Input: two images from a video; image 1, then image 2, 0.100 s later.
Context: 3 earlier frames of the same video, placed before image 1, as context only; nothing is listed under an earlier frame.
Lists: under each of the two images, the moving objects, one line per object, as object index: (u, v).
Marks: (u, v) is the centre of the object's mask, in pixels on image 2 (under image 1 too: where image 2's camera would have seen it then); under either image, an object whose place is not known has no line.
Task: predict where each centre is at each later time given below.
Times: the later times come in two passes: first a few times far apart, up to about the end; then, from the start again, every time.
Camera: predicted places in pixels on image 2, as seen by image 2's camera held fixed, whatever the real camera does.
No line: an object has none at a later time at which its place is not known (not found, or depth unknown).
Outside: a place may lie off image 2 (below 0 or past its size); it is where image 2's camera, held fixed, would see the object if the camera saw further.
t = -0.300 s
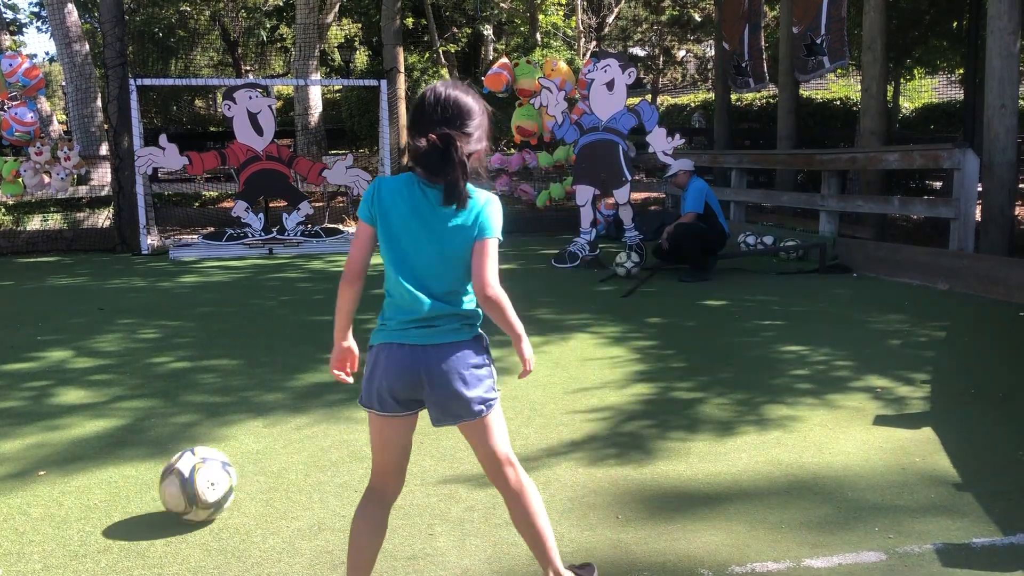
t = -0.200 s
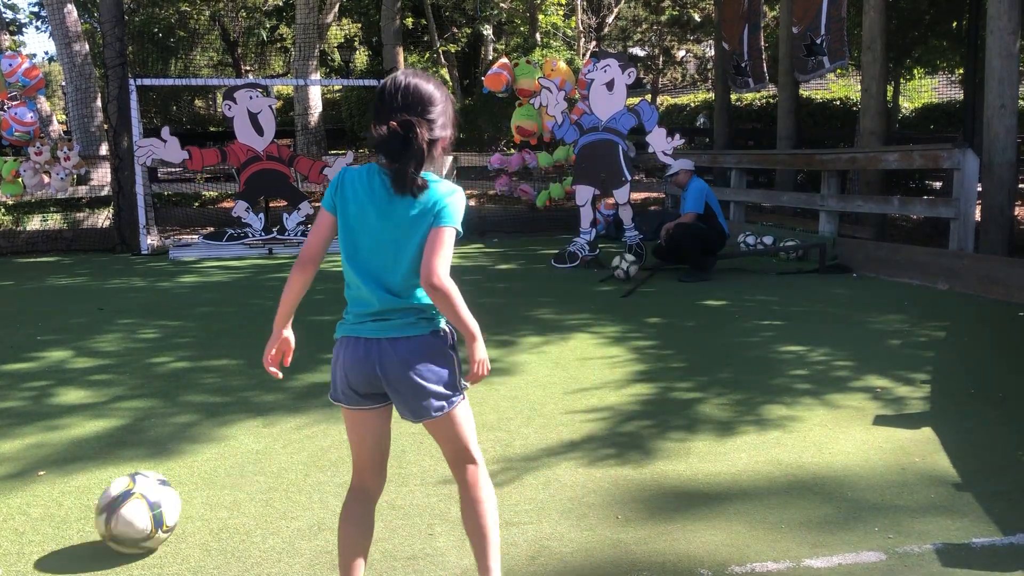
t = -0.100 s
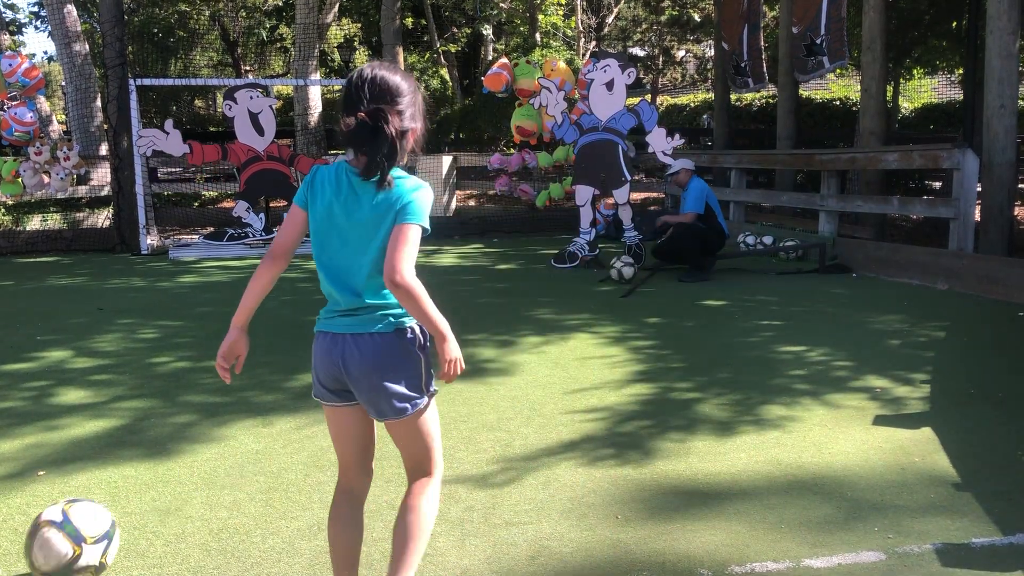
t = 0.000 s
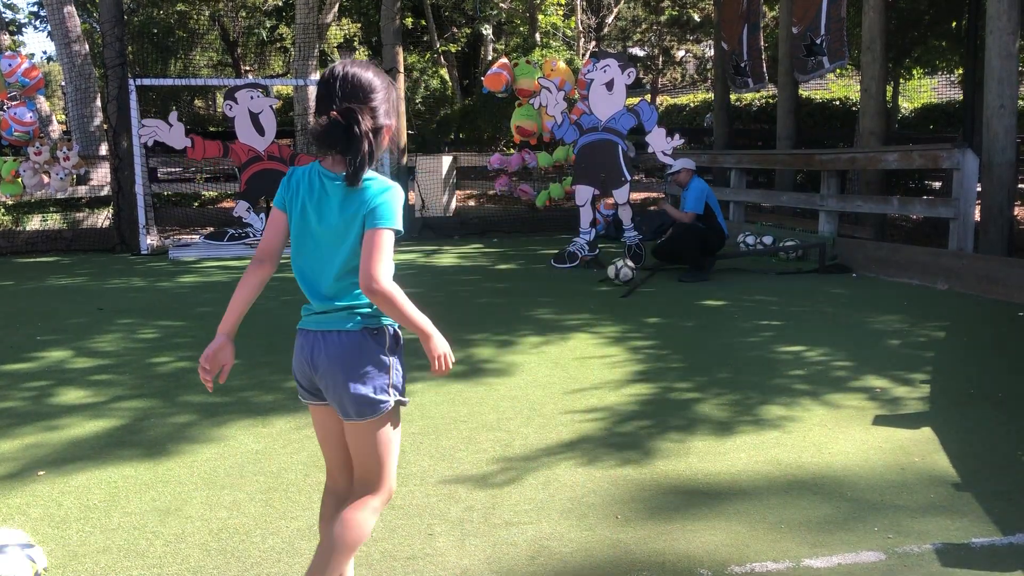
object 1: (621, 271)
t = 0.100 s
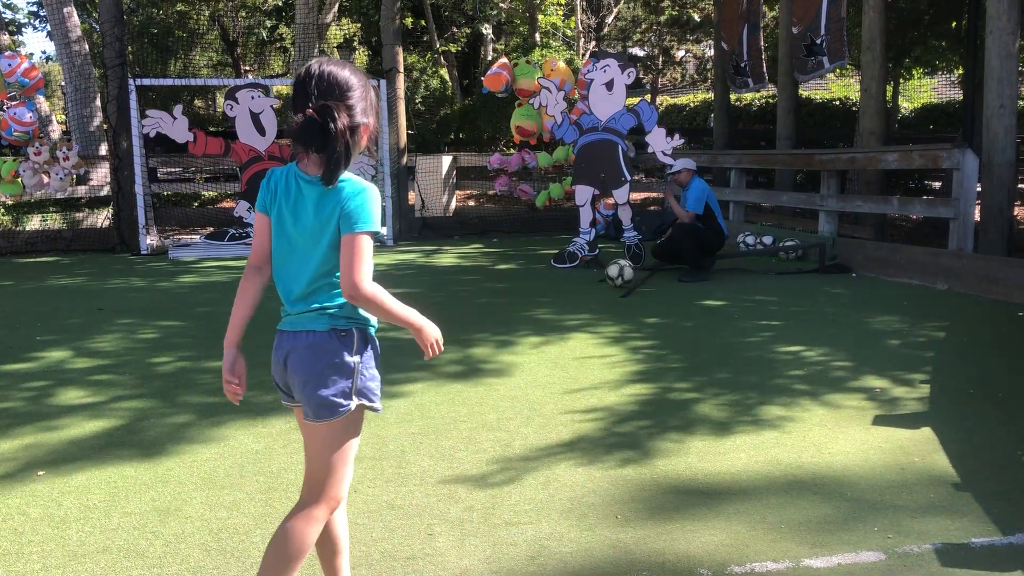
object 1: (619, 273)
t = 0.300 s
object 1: (617, 278)
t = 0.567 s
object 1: (609, 285)
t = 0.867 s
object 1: (594, 292)
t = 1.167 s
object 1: (579, 302)
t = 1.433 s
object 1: (566, 312)
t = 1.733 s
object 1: (551, 324)
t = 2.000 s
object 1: (538, 339)
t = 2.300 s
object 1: (518, 358)
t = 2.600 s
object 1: (497, 379)
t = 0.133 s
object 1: (619, 274)
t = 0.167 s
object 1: (619, 275)
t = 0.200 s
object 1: (618, 275)
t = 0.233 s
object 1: (618, 276)
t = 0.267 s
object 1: (618, 277)
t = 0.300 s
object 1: (617, 278)
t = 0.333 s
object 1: (617, 279)
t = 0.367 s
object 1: (617, 279)
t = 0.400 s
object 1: (616, 280)
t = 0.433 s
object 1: (615, 282)
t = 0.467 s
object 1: (613, 282)
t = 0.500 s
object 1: (612, 283)
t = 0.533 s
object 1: (610, 284)
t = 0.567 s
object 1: (609, 285)
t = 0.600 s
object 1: (607, 285)
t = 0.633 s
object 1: (605, 286)
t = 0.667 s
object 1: (603, 287)
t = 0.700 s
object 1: (602, 288)
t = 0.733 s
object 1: (600, 288)
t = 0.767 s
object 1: (599, 290)
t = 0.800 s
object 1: (597, 290)
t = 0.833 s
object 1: (595, 292)
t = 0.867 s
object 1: (594, 292)
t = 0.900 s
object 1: (592, 293)
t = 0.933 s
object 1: (590, 295)
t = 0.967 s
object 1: (589, 296)
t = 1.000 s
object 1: (588, 297)
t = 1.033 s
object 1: (586, 298)
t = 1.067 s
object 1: (584, 299)
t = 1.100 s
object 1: (582, 300)
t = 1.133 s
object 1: (581, 301)
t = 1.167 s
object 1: (579, 302)
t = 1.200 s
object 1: (577, 304)
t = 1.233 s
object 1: (576, 305)
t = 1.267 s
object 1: (574, 305)
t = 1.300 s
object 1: (572, 307)
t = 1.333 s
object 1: (571, 308)
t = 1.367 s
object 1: (569, 310)
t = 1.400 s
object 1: (568, 310)
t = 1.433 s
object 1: (566, 312)
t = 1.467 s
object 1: (564, 313)
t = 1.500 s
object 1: (563, 315)
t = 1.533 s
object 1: (561, 316)
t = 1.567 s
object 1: (559, 317)
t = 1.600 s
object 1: (557, 319)
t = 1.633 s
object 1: (556, 320)
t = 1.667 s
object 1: (554, 321)
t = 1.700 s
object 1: (552, 323)
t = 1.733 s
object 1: (551, 324)
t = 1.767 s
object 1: (549, 326)
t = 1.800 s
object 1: (548, 328)
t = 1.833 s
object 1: (546, 329)
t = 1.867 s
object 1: (545, 331)
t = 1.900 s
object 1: (543, 333)
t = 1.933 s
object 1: (541, 335)
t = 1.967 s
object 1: (539, 337)
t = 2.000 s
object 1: (538, 339)
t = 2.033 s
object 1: (536, 342)
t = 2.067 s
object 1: (534, 344)
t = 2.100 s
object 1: (531, 345)
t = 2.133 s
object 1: (529, 347)
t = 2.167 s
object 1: (527, 349)
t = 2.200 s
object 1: (525, 351)
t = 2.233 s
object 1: (522, 353)
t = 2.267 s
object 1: (520, 355)
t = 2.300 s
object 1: (518, 358)
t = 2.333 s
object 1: (515, 360)
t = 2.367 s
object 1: (513, 361)
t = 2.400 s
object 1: (511, 365)
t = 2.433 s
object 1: (509, 367)
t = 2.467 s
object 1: (506, 369)
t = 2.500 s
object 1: (504, 371)
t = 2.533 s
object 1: (502, 374)
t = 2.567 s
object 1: (500, 376)
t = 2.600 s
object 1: (497, 379)
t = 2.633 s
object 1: (495, 381)
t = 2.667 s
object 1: (492, 384)
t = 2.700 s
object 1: (490, 387)
